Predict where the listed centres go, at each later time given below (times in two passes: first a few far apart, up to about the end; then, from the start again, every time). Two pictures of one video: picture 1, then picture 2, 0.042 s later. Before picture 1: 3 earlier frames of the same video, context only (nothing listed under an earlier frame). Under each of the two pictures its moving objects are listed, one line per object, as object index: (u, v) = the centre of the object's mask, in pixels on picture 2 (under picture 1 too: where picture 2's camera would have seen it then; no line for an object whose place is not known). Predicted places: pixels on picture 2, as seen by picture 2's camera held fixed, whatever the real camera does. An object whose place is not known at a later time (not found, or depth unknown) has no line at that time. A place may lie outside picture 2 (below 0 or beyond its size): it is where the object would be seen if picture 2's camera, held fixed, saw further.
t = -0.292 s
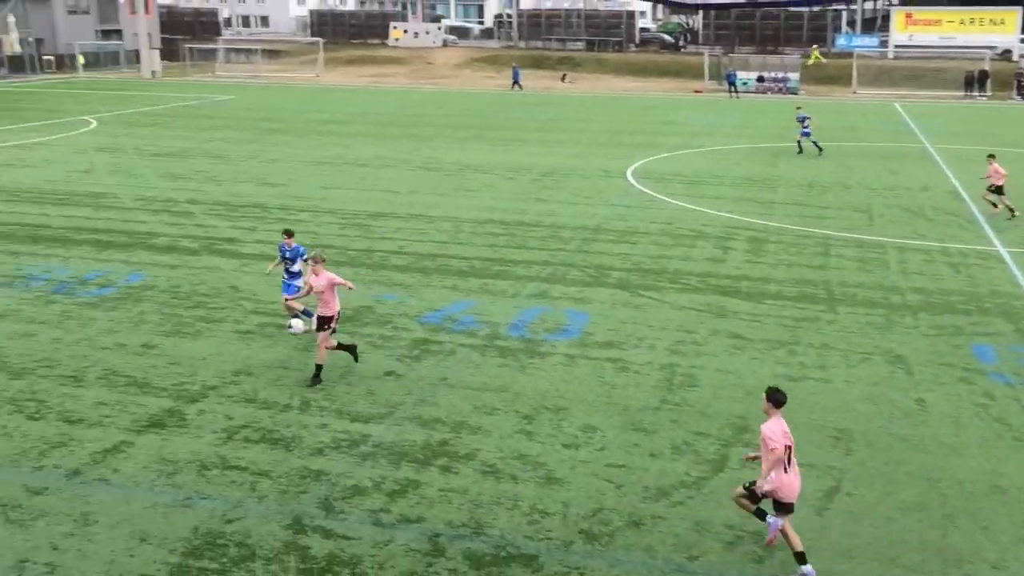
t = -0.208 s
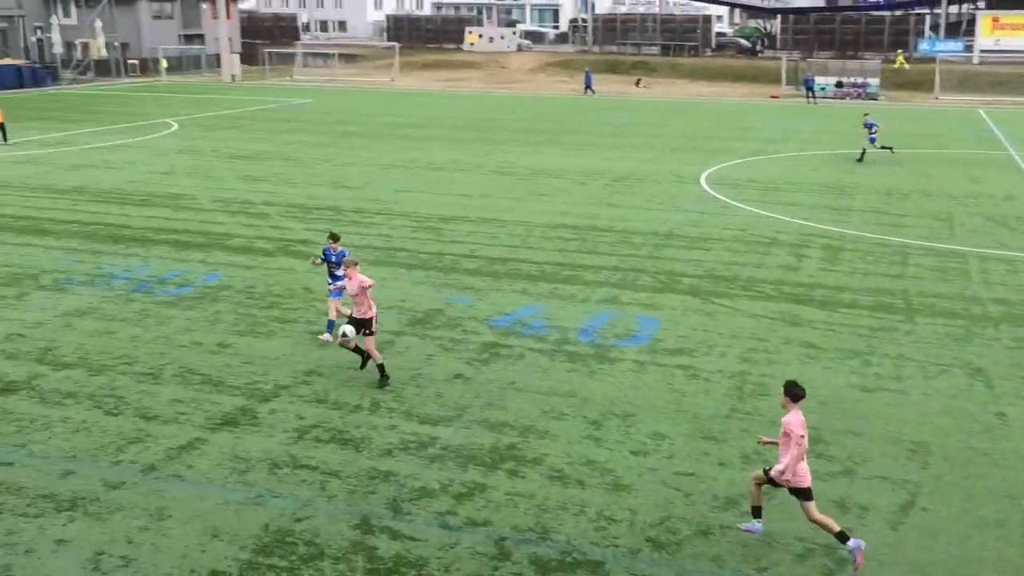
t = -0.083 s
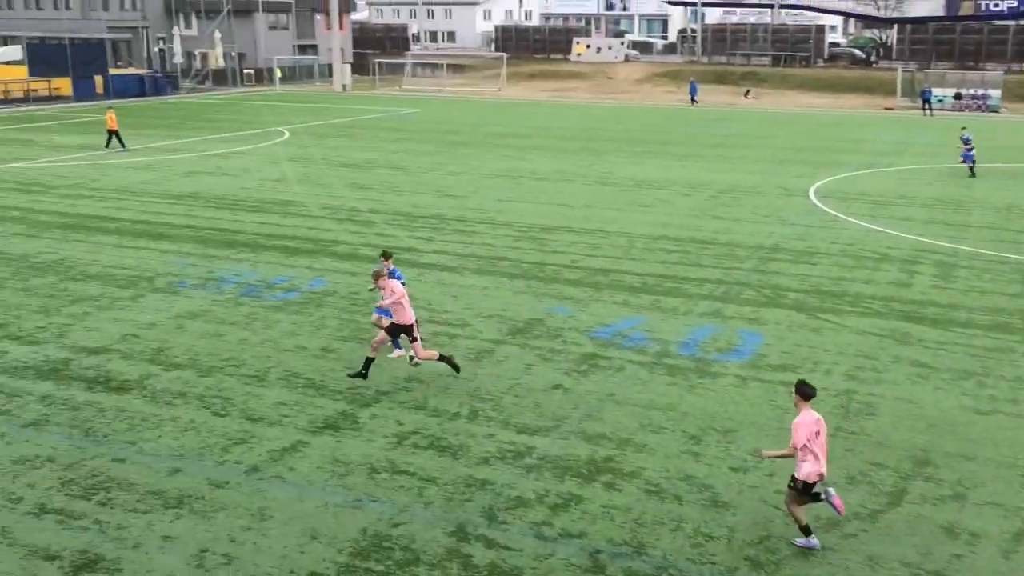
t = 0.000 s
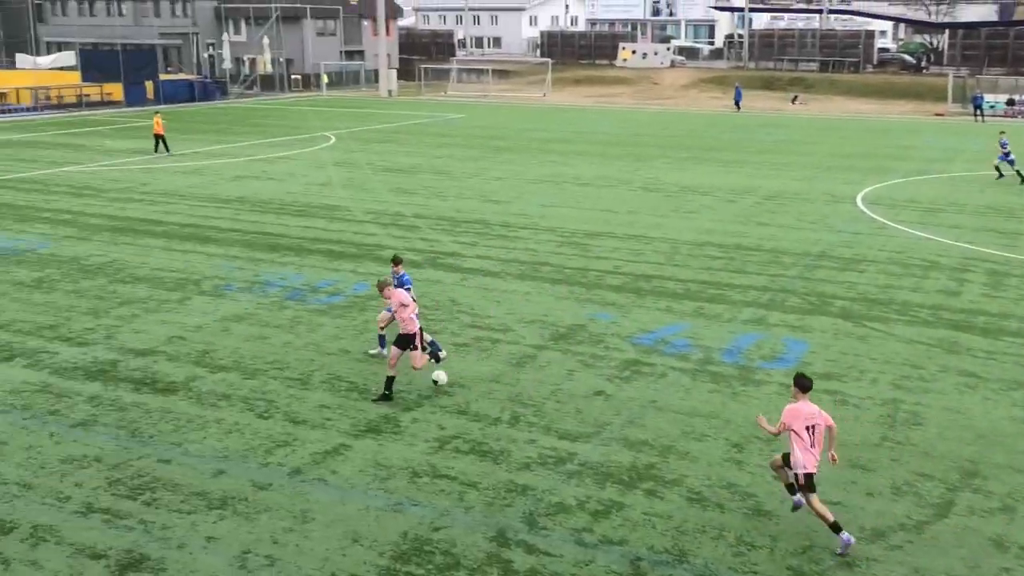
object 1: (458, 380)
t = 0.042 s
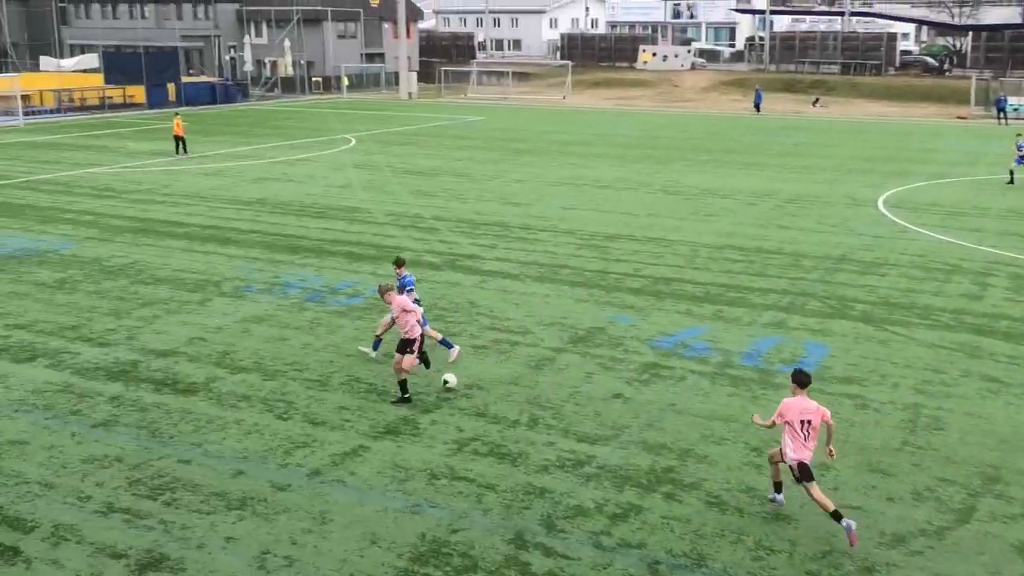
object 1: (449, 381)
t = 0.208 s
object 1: (411, 352)
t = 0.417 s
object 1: (364, 342)
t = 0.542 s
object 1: (340, 350)
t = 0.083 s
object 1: (439, 372)
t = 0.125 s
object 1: (430, 364)
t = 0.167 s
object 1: (420, 357)
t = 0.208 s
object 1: (411, 352)
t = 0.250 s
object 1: (403, 347)
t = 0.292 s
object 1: (394, 344)
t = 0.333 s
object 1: (381, 341)
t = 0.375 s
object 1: (373, 341)
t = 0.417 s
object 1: (364, 342)
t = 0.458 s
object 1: (356, 344)
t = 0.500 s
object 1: (348, 347)
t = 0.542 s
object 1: (340, 350)
